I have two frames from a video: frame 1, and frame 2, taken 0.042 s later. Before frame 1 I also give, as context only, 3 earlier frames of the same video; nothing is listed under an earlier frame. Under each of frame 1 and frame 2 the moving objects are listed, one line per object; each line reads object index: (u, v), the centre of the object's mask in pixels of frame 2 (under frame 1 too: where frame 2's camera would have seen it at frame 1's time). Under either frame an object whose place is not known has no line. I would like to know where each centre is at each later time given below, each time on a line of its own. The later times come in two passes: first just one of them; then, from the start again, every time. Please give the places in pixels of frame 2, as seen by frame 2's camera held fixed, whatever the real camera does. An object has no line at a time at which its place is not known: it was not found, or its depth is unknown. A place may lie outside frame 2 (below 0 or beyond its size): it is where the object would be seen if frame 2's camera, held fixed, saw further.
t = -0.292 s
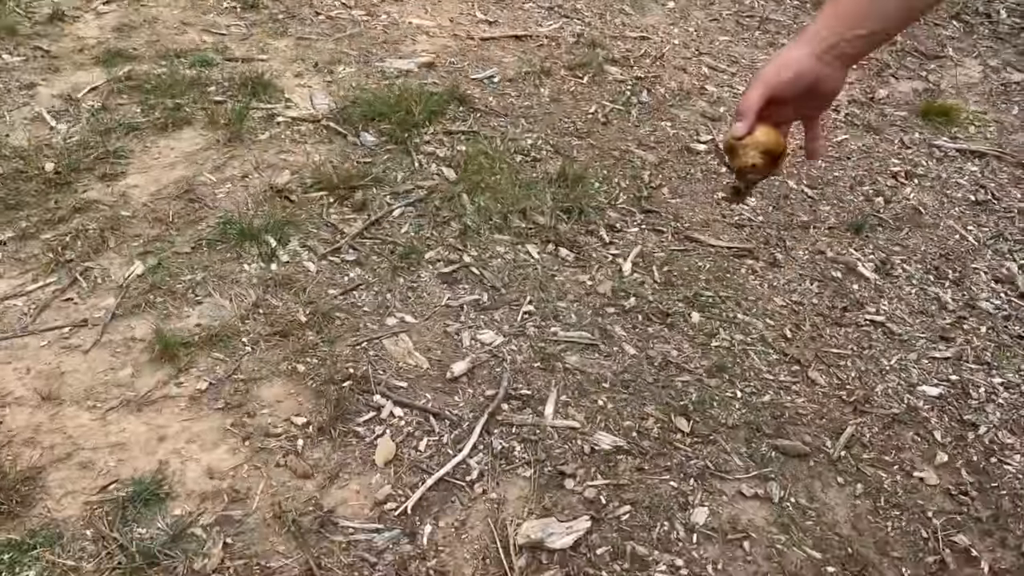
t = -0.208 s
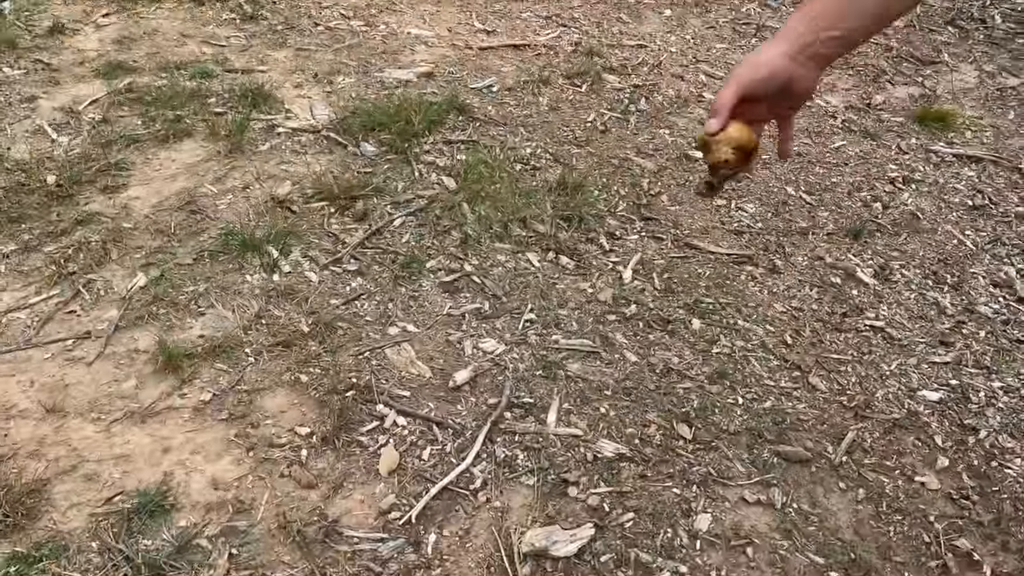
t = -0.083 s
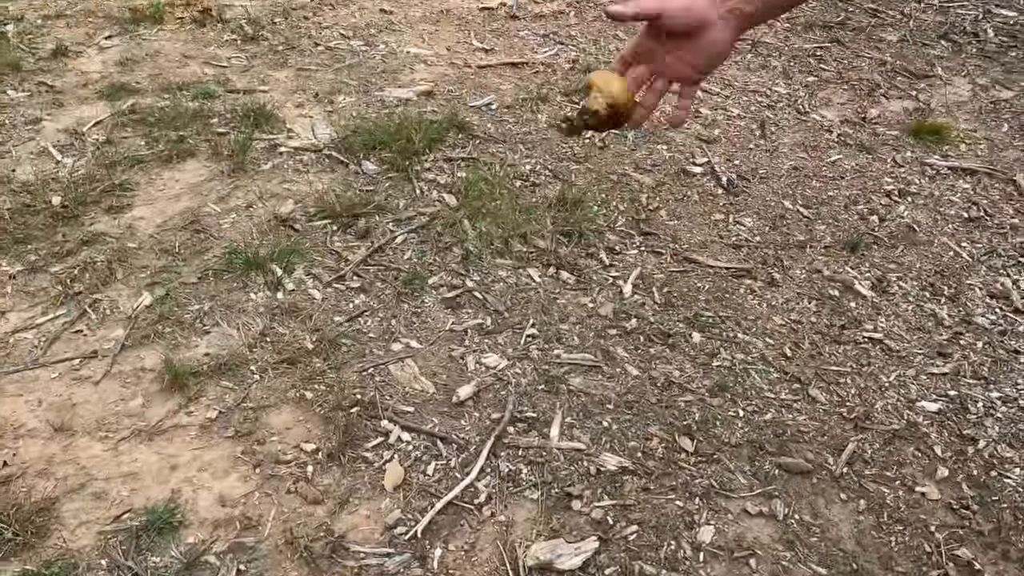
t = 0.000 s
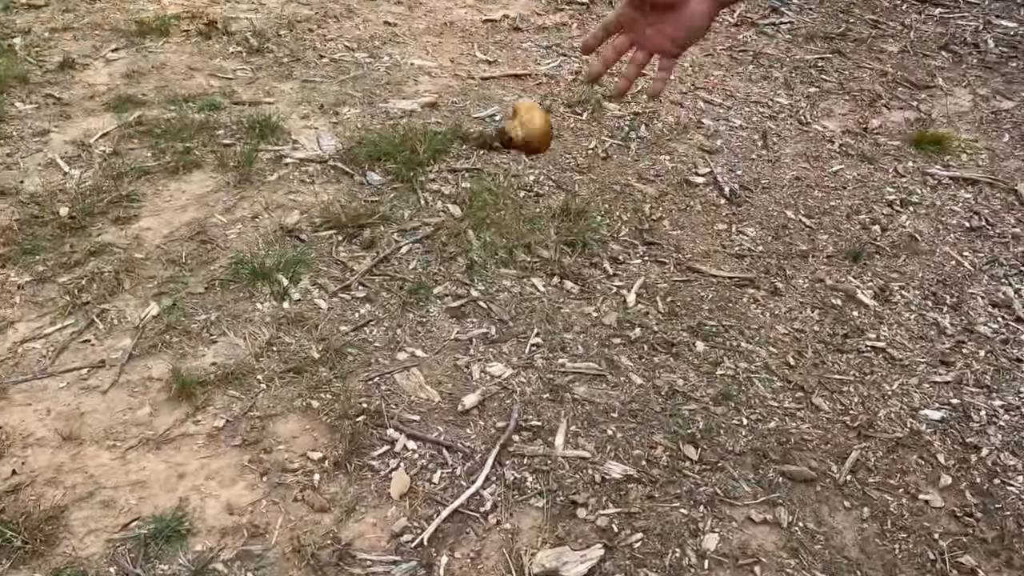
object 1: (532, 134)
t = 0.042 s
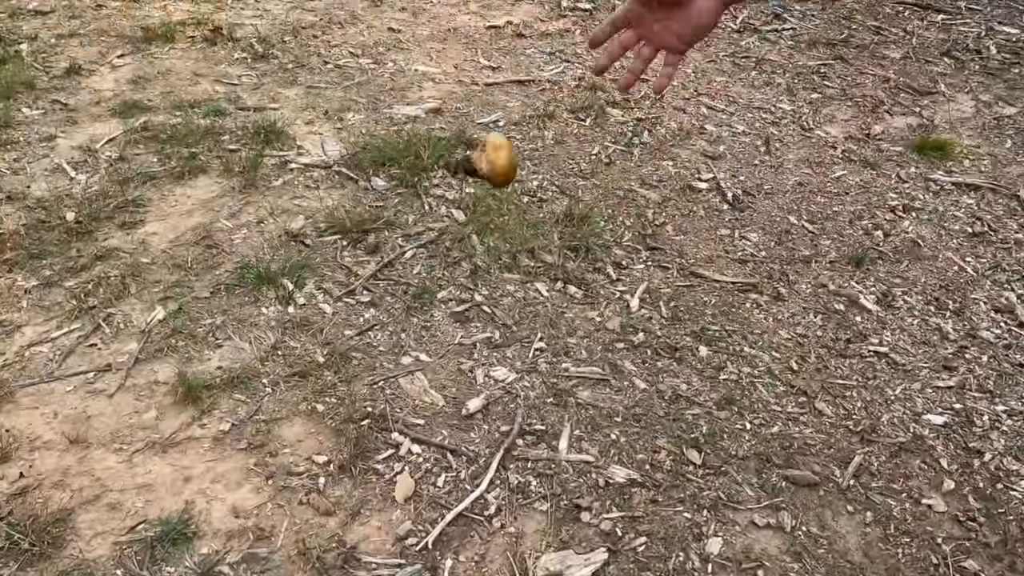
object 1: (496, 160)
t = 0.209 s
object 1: (385, 341)
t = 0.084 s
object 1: (462, 199)
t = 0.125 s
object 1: (432, 240)
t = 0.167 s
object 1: (408, 288)
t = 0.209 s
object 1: (385, 341)
